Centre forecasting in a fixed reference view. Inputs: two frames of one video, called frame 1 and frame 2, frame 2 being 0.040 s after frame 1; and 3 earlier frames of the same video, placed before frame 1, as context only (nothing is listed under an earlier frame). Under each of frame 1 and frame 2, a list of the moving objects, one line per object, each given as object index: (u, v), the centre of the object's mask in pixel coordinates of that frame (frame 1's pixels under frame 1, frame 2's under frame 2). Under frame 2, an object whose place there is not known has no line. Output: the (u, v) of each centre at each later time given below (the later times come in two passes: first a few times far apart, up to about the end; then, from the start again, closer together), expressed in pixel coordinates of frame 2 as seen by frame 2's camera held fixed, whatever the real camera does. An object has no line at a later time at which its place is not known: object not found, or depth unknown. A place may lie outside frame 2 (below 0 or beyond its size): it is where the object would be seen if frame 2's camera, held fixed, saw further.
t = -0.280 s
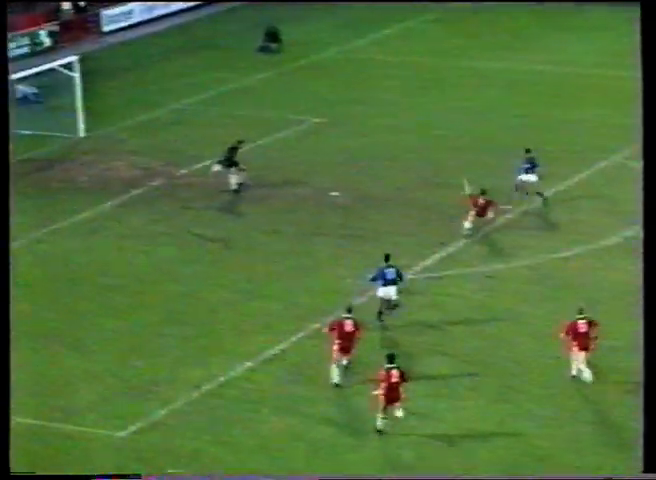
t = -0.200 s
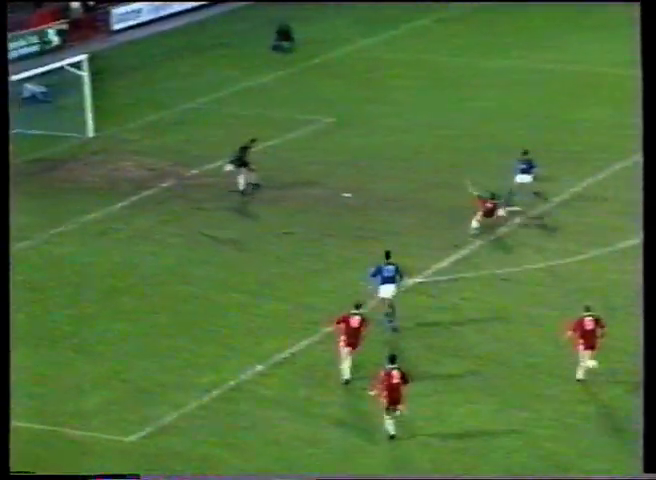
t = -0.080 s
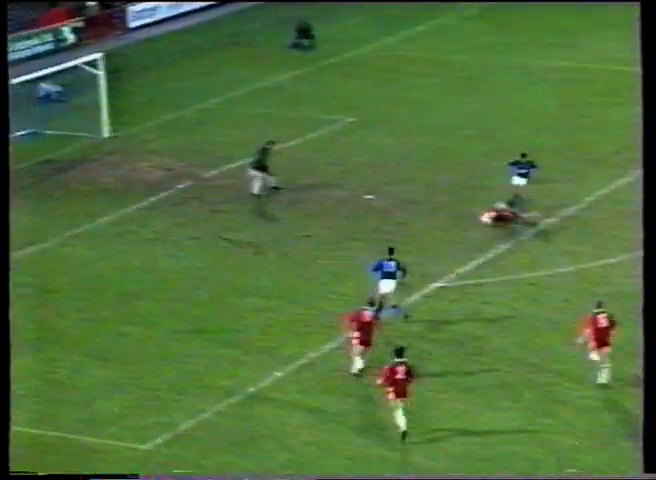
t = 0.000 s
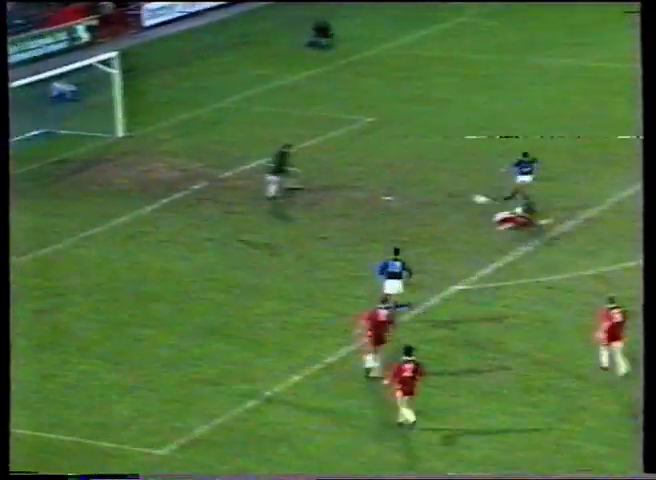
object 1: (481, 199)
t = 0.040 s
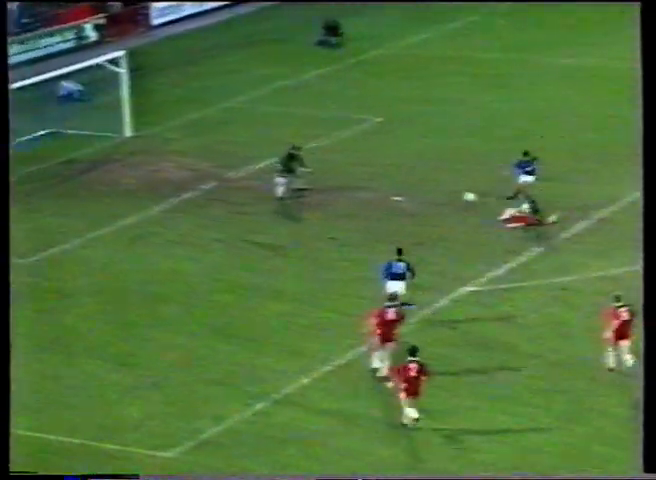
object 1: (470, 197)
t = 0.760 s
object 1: (206, 158)
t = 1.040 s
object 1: (148, 145)
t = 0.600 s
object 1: (247, 165)
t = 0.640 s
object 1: (236, 164)
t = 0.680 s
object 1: (226, 162)
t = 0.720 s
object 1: (216, 160)
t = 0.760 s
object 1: (206, 158)
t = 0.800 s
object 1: (196, 156)
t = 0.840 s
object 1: (188, 154)
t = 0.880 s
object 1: (179, 152)
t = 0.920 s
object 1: (171, 150)
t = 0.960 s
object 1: (163, 149)
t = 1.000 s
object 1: (155, 147)
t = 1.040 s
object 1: (148, 145)
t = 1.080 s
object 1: (140, 144)
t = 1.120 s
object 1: (133, 142)
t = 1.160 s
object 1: (125, 140)
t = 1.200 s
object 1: (119, 138)
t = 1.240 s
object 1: (113, 138)
